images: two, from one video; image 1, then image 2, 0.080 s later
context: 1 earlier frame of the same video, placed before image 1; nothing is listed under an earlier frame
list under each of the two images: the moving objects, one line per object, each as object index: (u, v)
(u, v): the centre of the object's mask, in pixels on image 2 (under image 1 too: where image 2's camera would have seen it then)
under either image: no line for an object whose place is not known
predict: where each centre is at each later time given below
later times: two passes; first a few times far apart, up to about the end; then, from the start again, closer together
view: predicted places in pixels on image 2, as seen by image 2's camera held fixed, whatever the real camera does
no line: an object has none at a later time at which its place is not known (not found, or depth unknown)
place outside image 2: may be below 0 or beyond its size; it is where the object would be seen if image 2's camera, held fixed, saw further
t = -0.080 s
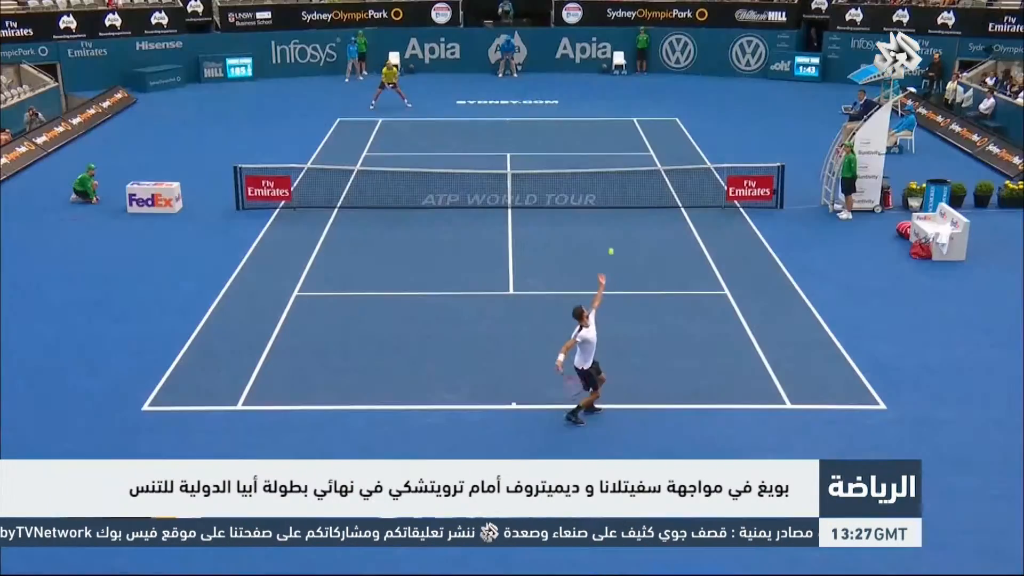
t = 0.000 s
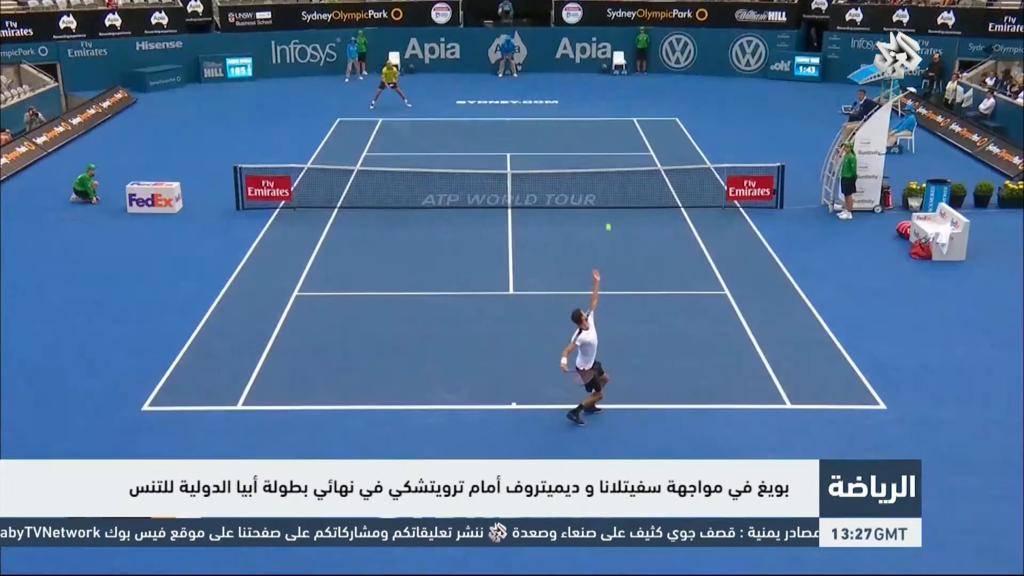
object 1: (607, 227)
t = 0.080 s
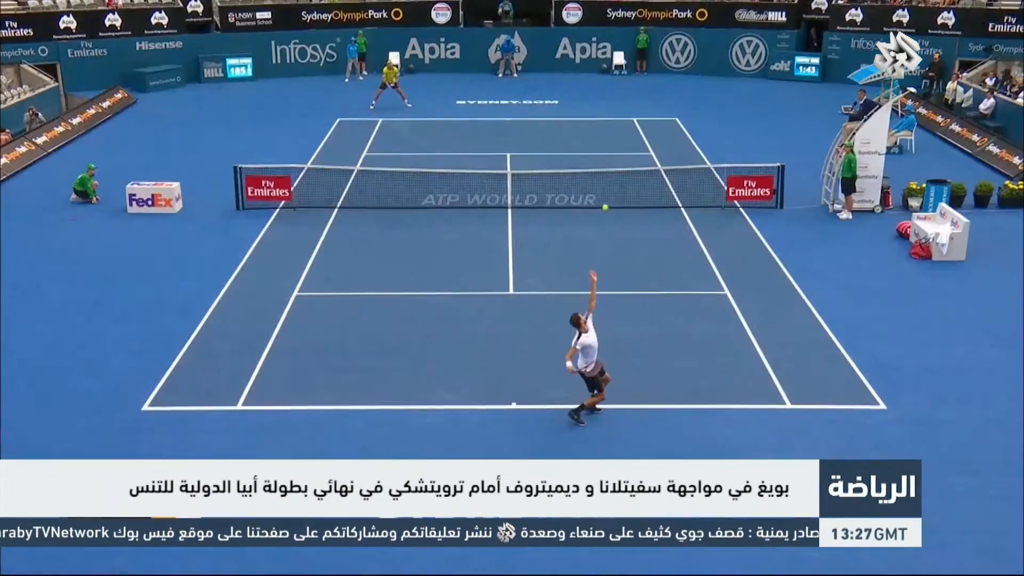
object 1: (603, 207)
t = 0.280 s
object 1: (596, 175)
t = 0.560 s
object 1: (584, 178)
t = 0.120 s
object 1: (601, 199)
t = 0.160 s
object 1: (601, 192)
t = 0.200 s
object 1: (599, 185)
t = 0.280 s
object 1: (596, 175)
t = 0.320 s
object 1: (595, 173)
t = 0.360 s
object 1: (593, 172)
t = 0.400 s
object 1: (592, 171)
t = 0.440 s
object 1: (589, 171)
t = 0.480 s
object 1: (587, 172)
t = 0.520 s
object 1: (586, 174)
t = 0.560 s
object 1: (584, 178)
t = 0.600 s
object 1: (583, 182)
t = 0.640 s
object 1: (581, 188)
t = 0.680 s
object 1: (579, 195)
